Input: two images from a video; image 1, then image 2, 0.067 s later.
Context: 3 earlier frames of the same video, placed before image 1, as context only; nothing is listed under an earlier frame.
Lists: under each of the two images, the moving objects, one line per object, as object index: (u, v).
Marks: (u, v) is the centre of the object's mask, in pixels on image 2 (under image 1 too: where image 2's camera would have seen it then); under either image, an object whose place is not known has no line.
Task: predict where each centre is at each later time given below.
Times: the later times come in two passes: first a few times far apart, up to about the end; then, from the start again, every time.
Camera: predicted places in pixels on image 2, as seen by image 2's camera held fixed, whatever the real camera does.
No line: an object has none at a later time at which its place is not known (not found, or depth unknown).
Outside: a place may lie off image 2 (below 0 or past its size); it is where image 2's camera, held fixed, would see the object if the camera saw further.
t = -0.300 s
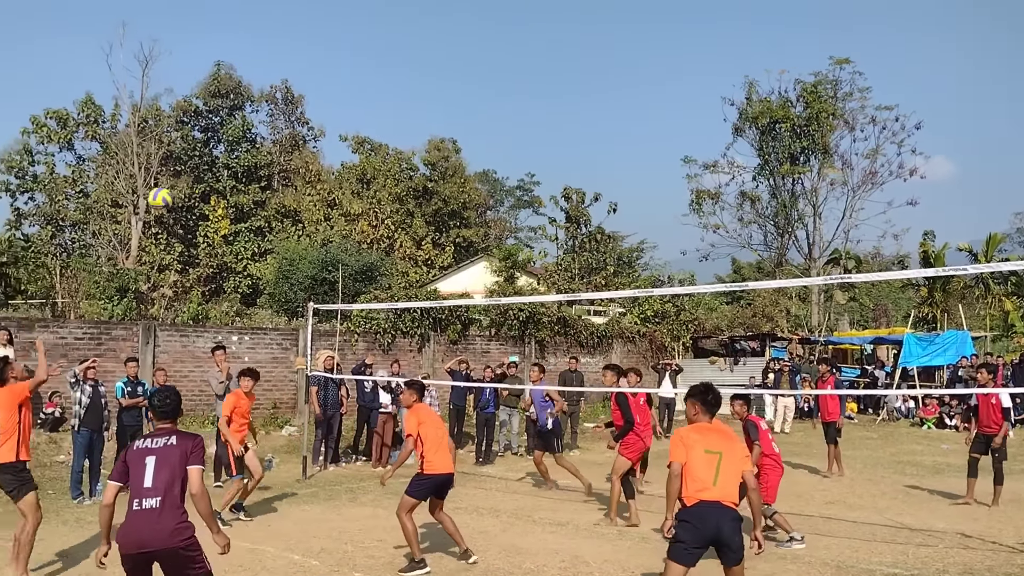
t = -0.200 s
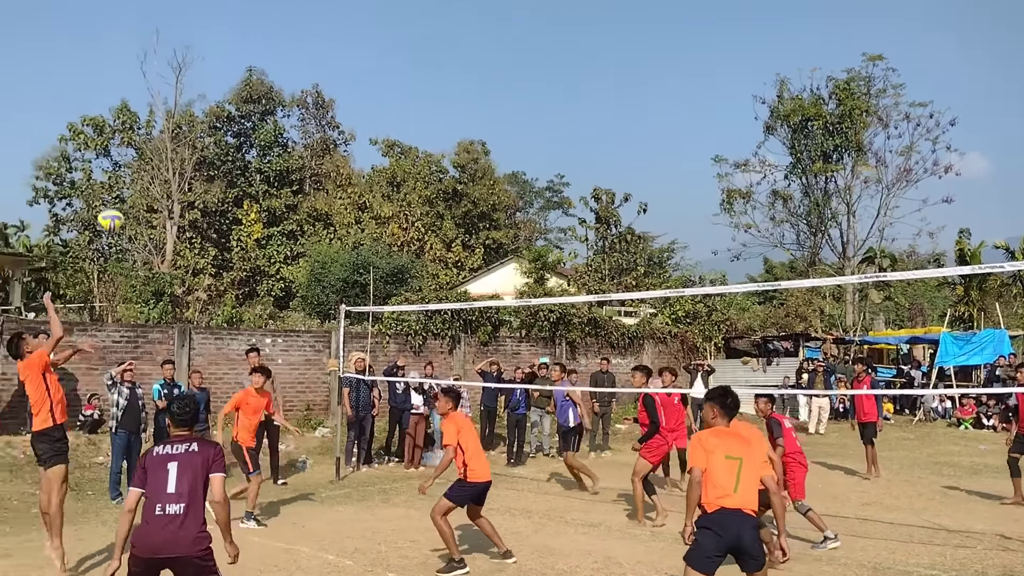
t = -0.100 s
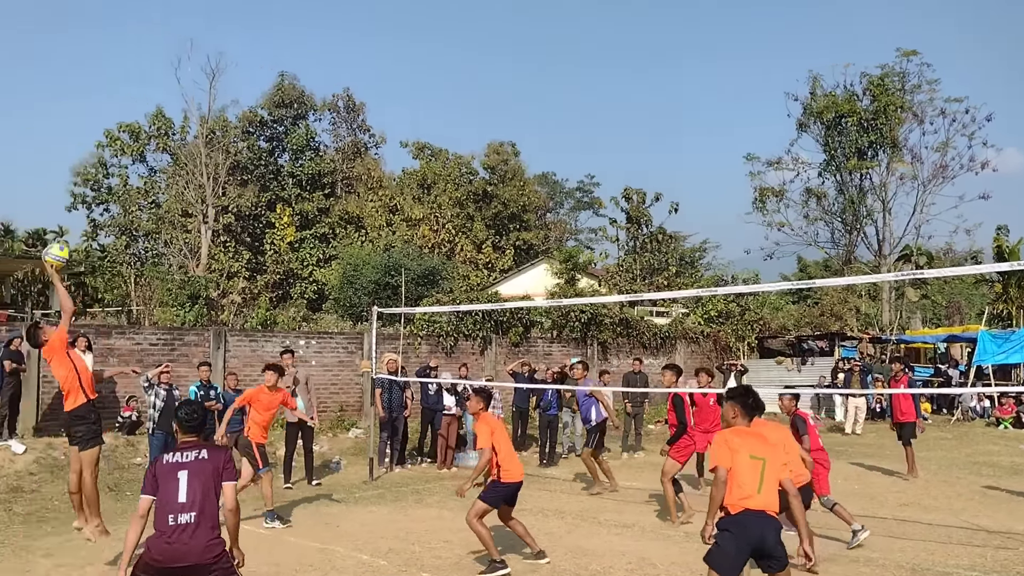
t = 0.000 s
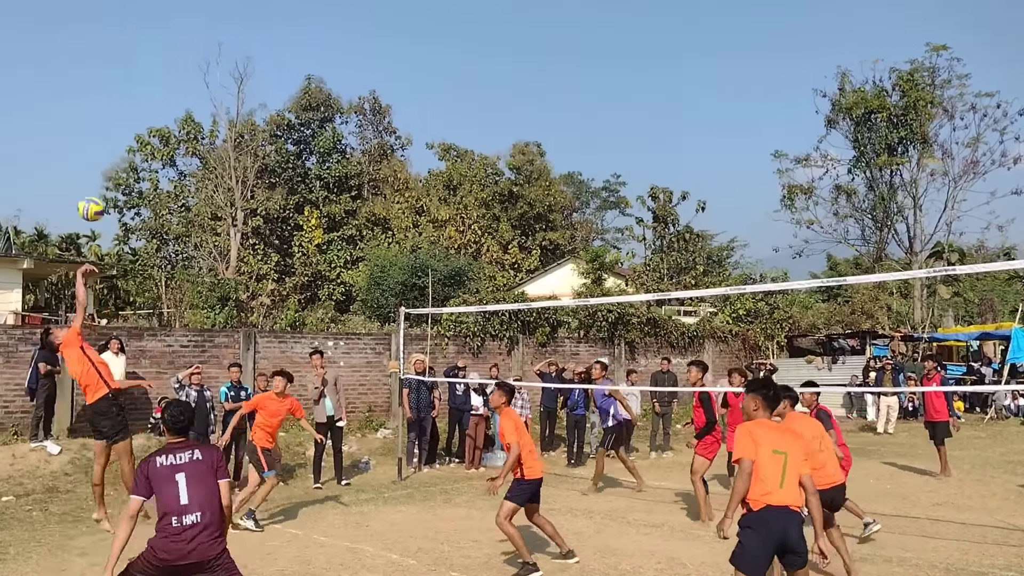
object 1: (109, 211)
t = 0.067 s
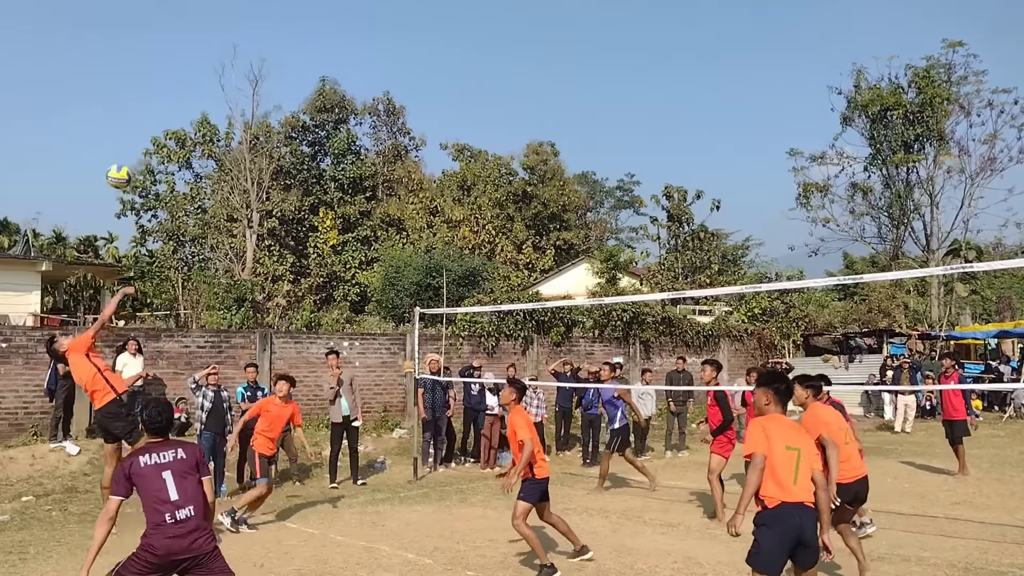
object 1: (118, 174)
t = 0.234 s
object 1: (142, 115)
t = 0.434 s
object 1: (168, 79)
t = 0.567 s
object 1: (184, 81)
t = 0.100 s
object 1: (123, 162)
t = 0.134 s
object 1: (128, 148)
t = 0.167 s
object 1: (133, 134)
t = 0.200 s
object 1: (137, 123)
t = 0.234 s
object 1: (142, 115)
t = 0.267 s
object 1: (147, 107)
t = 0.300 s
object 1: (152, 97)
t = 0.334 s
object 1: (155, 90)
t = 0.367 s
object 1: (159, 87)
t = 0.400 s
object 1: (164, 84)
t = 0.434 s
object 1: (168, 79)
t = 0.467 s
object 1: (172, 78)
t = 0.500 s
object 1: (175, 78)
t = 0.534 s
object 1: (180, 81)
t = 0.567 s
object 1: (184, 81)
